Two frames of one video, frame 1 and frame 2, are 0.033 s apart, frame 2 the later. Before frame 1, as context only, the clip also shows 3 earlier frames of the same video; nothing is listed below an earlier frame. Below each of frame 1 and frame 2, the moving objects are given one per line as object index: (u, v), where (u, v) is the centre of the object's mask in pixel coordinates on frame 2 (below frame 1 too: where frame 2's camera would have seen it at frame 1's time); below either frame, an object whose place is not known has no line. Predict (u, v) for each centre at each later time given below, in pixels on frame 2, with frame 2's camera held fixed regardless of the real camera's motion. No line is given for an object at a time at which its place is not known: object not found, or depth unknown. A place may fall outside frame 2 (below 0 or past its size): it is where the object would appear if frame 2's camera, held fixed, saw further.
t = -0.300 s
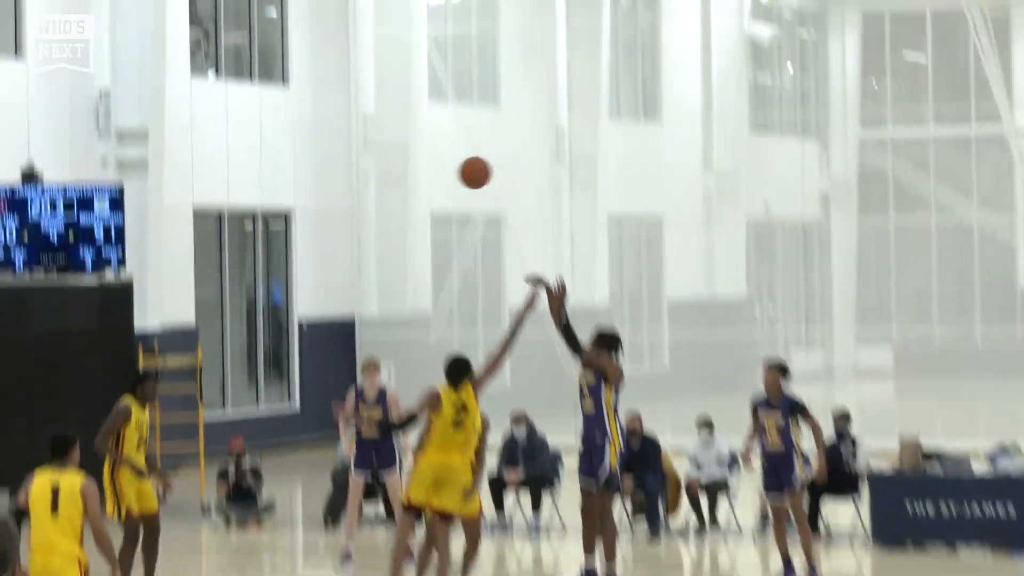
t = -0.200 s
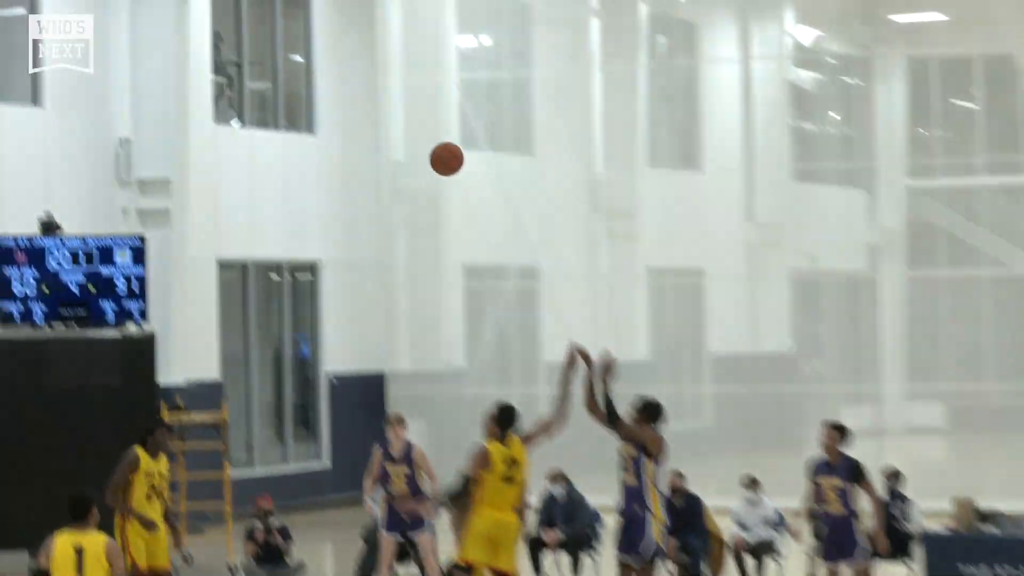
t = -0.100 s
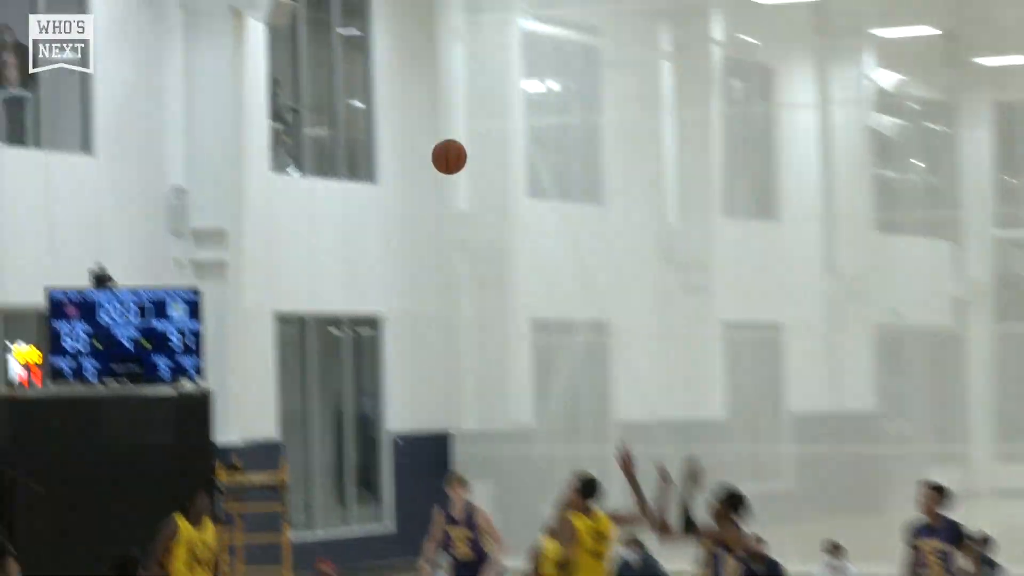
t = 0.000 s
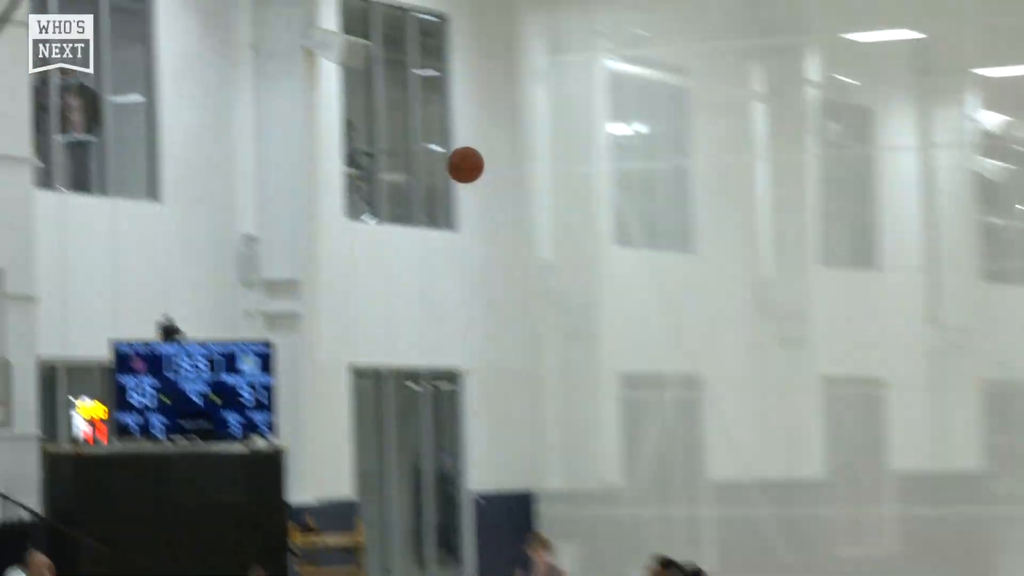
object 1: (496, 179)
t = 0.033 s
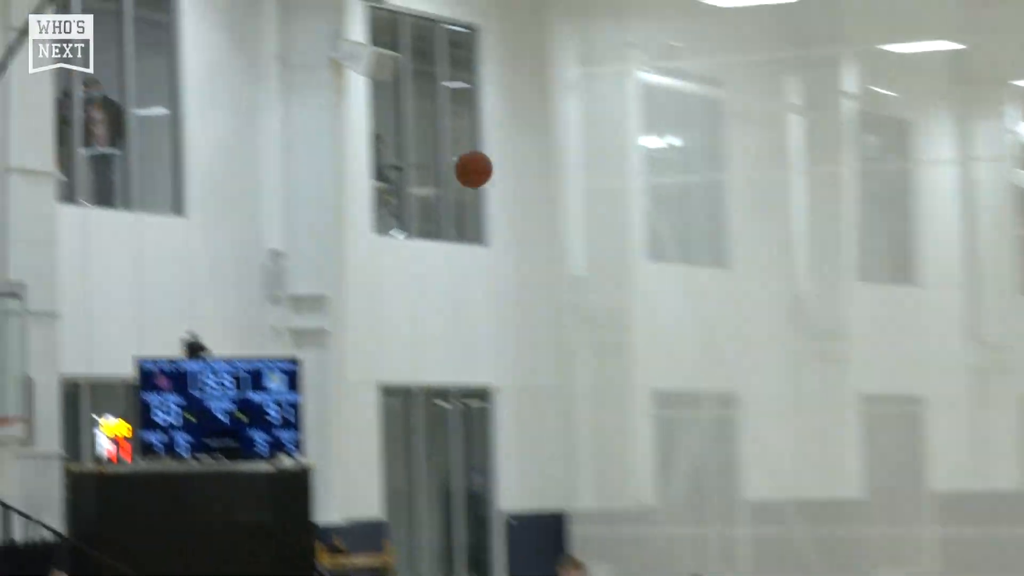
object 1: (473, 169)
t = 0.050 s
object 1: (462, 166)
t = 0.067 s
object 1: (451, 162)
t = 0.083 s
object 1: (440, 158)
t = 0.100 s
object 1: (429, 155)
